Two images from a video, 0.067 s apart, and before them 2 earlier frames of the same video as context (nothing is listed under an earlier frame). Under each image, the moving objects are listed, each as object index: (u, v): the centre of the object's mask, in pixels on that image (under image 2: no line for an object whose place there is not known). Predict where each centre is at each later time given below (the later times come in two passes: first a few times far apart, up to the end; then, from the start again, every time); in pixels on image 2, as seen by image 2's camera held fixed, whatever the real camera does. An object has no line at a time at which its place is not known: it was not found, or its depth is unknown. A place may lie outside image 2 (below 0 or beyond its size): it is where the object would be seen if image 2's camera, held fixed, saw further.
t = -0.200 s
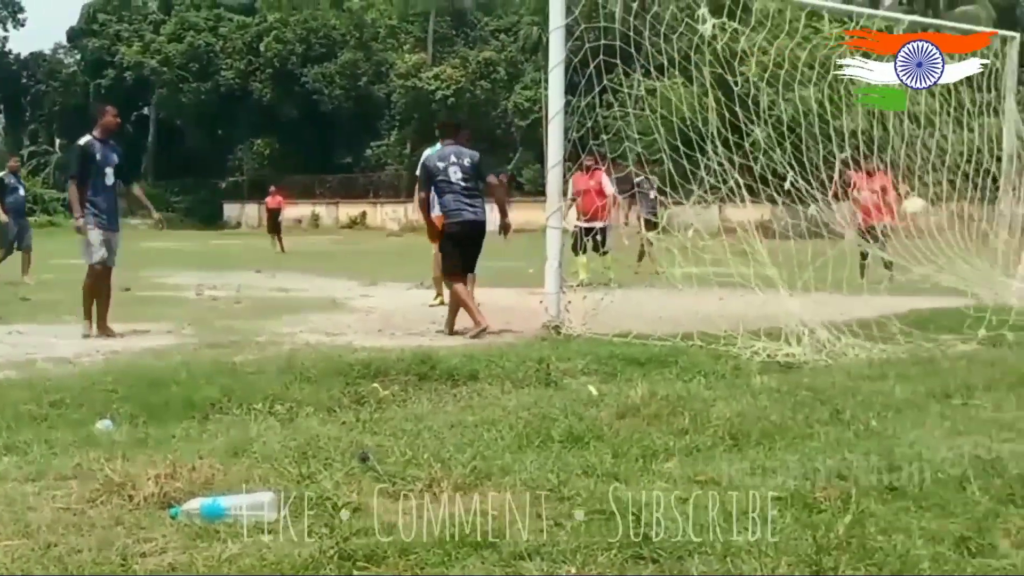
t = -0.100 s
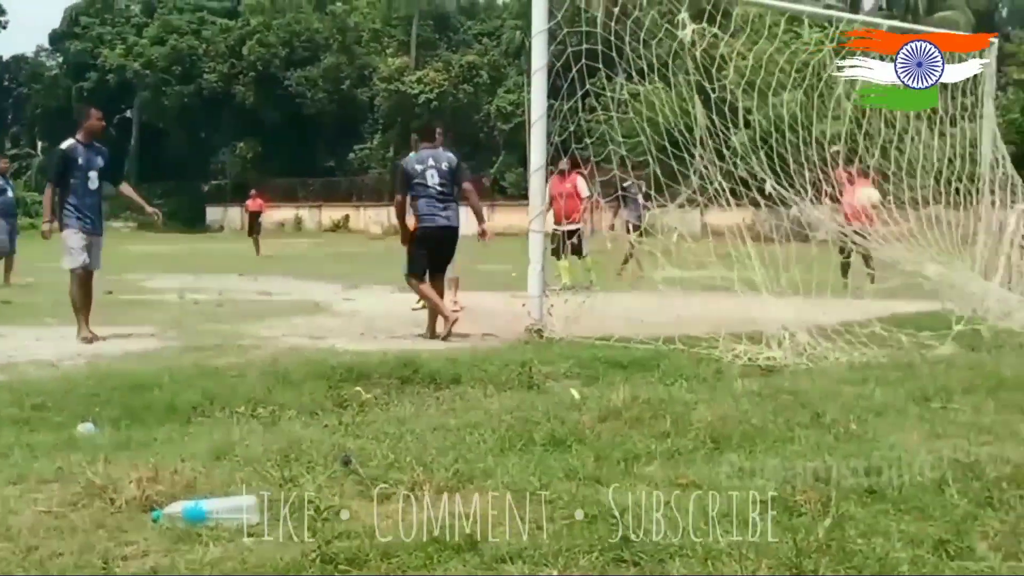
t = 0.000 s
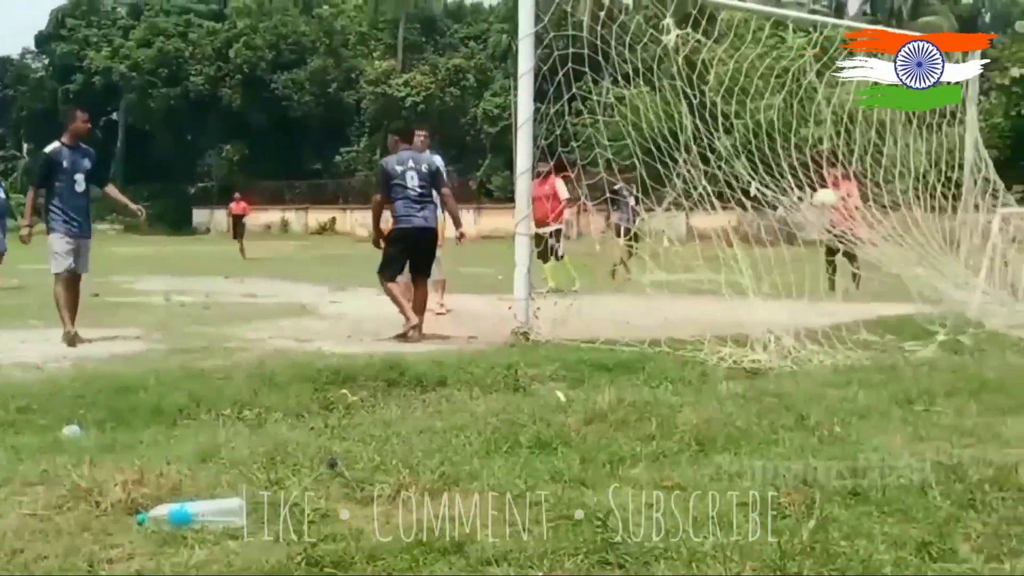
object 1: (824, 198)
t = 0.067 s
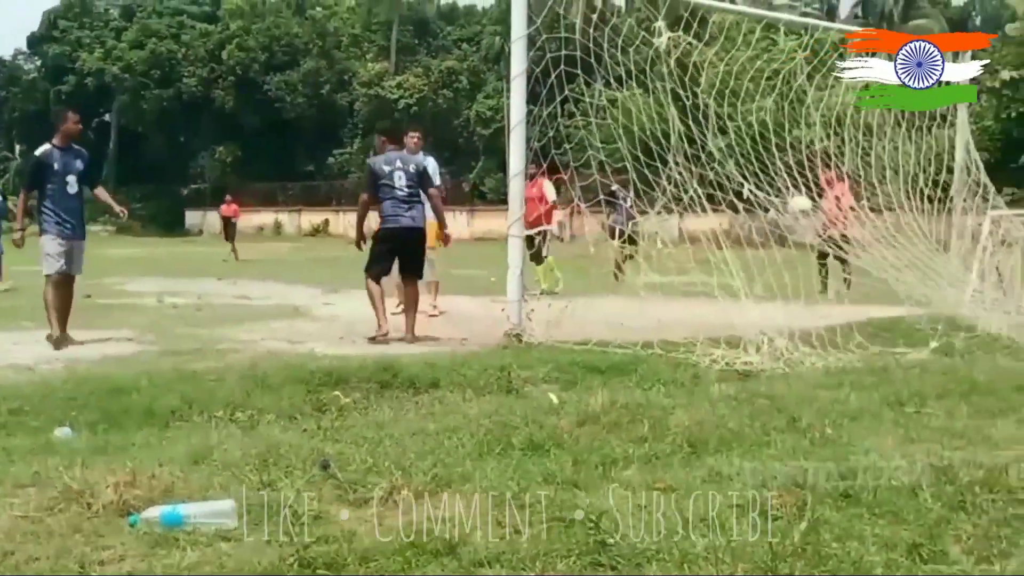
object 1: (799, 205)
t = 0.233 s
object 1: (757, 239)
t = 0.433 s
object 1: (707, 305)
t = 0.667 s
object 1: (655, 253)
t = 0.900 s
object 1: (603, 257)
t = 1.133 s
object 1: (552, 296)
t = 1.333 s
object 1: (526, 261)
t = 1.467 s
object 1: (497, 260)
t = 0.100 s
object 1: (791, 208)
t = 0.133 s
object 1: (780, 213)
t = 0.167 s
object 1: (774, 220)
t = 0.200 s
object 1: (765, 227)
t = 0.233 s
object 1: (757, 239)
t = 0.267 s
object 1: (749, 248)
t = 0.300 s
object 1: (741, 258)
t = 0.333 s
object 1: (731, 269)
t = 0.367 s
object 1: (723, 284)
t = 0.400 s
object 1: (715, 300)
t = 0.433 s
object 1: (707, 305)
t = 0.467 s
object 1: (700, 294)
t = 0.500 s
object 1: (692, 282)
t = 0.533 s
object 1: (684, 276)
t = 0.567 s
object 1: (678, 269)
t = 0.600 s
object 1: (670, 261)
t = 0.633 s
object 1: (659, 256)
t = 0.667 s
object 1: (655, 253)
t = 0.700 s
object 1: (646, 250)
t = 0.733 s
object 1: (640, 247)
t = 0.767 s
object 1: (631, 247)
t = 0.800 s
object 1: (624, 249)
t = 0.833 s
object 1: (617, 250)
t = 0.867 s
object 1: (608, 253)
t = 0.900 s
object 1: (603, 257)
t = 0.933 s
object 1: (596, 262)
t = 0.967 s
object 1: (588, 267)
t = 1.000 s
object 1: (580, 275)
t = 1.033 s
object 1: (573, 284)
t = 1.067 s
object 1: (566, 295)
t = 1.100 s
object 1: (559, 305)
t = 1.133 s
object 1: (552, 296)
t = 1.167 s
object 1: (547, 288)
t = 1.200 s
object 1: (541, 278)
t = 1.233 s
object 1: (536, 273)
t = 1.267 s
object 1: (532, 268)
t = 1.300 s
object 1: (529, 264)
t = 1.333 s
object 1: (526, 261)
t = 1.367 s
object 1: (504, 258)
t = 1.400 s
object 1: (501, 259)
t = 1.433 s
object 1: (501, 259)
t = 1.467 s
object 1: (497, 260)
